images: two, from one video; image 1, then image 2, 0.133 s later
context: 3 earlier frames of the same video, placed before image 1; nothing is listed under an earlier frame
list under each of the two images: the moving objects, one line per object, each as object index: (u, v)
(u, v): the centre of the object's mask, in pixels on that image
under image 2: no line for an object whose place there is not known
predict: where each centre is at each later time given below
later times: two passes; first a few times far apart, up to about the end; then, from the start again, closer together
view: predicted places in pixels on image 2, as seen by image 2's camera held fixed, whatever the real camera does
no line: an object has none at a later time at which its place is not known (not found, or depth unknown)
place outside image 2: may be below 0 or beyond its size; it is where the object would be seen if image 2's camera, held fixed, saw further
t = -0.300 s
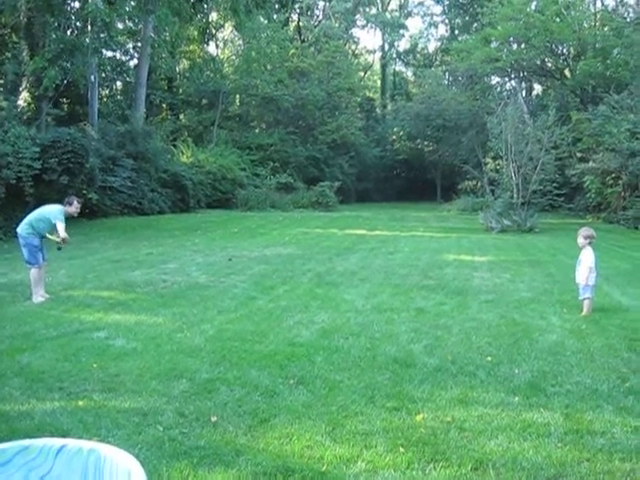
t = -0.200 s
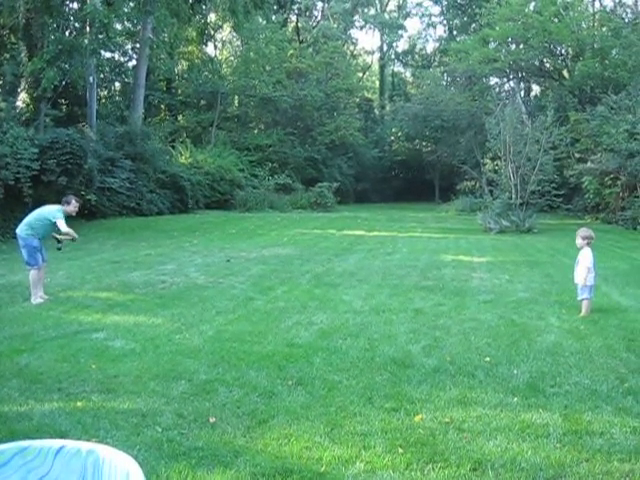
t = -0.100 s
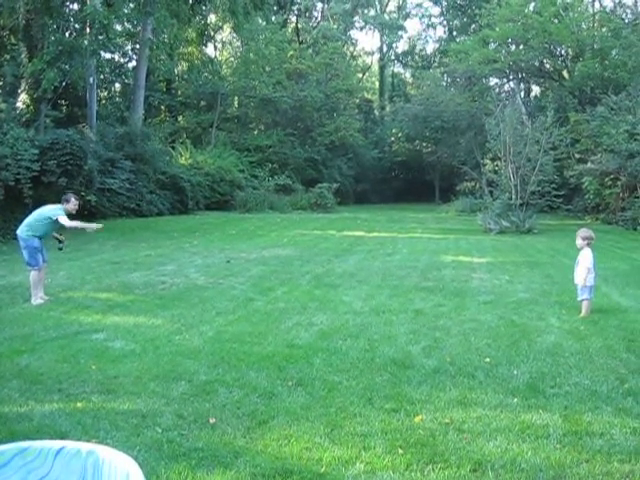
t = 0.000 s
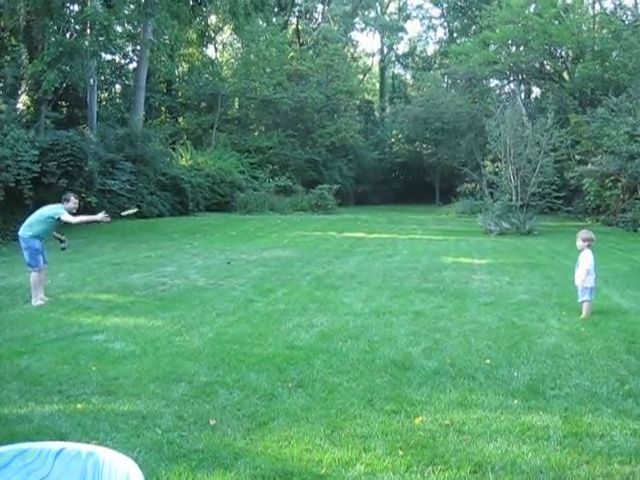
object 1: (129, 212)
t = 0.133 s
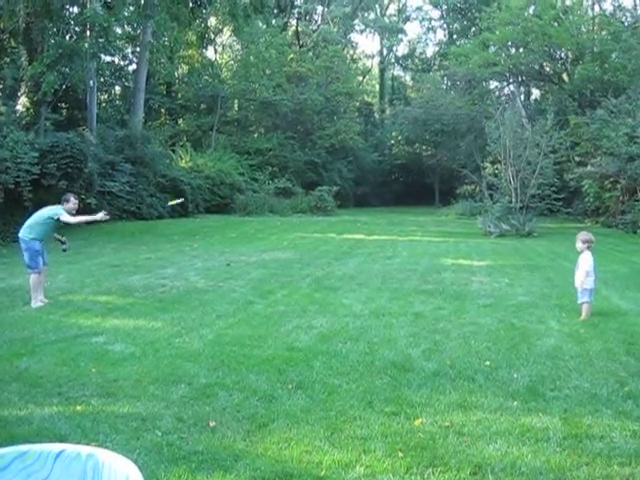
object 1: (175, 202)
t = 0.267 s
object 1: (221, 199)
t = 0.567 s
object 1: (320, 208)
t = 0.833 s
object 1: (401, 227)
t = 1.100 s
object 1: (471, 256)
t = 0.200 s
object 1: (198, 199)
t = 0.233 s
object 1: (209, 199)
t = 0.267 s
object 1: (221, 199)
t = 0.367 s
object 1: (255, 199)
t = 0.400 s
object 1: (267, 200)
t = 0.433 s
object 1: (277, 201)
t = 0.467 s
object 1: (288, 202)
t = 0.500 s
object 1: (300, 204)
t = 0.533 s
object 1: (310, 206)
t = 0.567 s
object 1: (320, 208)
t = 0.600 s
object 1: (331, 210)
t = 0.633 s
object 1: (341, 212)
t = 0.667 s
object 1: (352, 214)
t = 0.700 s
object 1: (362, 215)
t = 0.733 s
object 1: (371, 218)
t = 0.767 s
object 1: (381, 221)
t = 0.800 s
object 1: (392, 223)
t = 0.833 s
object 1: (401, 227)
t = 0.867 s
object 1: (411, 231)
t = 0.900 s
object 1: (420, 233)
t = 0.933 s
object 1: (428, 236)
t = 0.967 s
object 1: (437, 240)
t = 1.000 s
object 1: (445, 243)
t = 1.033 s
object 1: (455, 247)
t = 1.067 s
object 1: (463, 251)
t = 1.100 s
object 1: (471, 256)
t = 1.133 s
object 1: (479, 259)
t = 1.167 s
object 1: (487, 264)
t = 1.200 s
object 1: (493, 269)
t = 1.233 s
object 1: (500, 274)
